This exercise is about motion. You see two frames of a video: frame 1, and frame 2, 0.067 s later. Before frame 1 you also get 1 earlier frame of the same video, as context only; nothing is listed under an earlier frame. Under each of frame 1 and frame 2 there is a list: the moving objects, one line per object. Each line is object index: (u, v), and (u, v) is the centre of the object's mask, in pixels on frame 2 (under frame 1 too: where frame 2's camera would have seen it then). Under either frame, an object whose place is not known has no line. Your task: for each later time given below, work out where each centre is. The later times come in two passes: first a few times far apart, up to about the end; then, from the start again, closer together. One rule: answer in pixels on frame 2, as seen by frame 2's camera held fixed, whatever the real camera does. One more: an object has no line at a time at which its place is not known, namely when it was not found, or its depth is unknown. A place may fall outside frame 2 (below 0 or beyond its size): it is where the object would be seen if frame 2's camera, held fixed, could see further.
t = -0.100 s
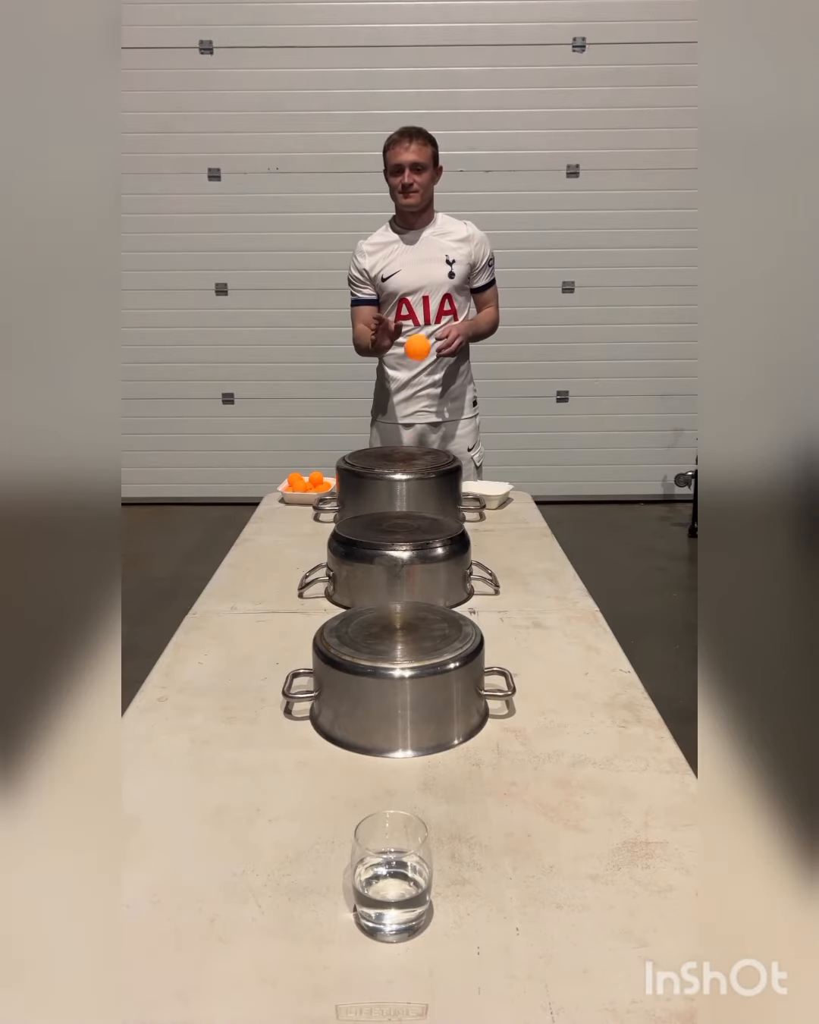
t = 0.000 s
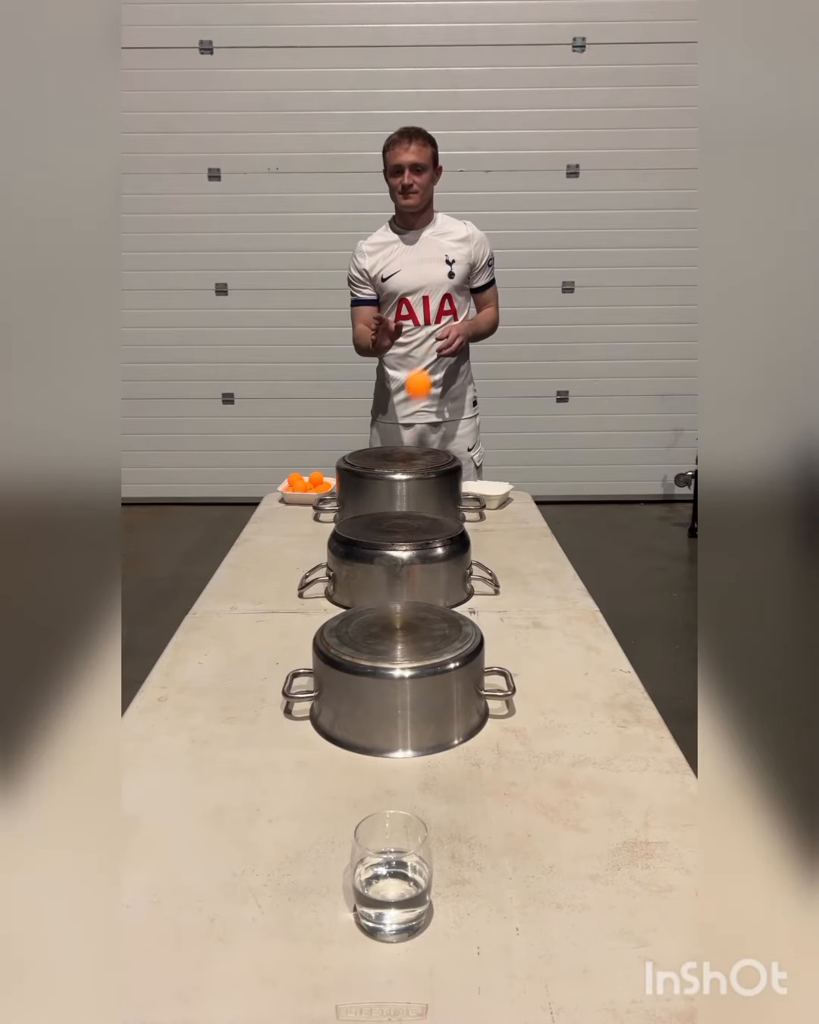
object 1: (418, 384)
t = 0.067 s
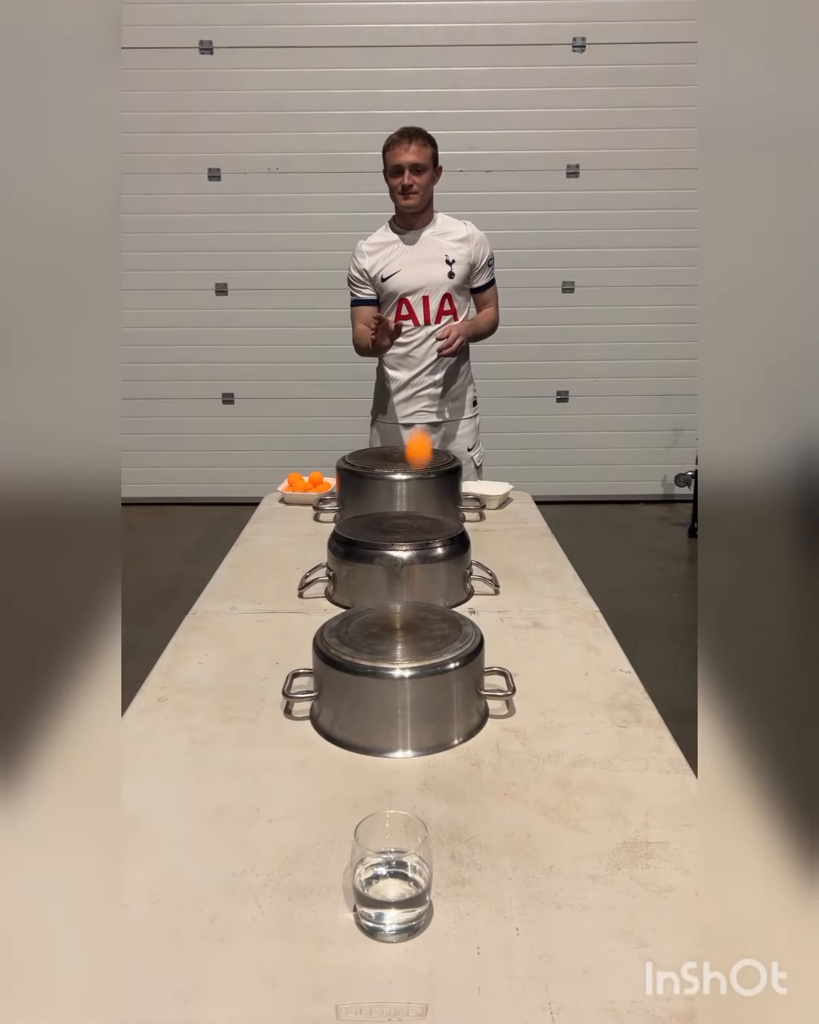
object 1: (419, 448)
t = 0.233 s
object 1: (415, 536)
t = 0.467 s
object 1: (389, 457)
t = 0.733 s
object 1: (329, 816)
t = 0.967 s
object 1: (211, 750)
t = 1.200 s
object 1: (128, 746)
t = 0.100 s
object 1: (420, 493)
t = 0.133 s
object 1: (420, 540)
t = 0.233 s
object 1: (415, 536)
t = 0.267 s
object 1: (412, 504)
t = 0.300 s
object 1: (408, 474)
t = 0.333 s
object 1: (404, 454)
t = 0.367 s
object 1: (401, 441)
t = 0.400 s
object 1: (397, 437)
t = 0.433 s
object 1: (394, 442)
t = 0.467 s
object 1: (389, 457)
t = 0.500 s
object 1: (385, 483)
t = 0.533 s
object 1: (381, 519)
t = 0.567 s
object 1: (378, 570)
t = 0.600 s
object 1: (374, 626)
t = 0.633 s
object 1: (371, 697)
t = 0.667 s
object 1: (367, 775)
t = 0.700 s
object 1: (348, 840)
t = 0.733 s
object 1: (329, 816)
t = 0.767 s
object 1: (308, 778)
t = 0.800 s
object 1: (290, 750)
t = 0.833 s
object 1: (272, 732)
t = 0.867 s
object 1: (256, 723)
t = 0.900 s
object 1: (239, 723)
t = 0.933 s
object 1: (224, 732)
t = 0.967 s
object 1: (211, 750)
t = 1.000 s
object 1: (200, 777)
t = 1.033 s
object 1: (185, 767)
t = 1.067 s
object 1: (169, 744)
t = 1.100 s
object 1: (154, 733)
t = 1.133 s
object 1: (141, 730)
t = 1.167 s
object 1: (133, 734)
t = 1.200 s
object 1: (128, 746)
